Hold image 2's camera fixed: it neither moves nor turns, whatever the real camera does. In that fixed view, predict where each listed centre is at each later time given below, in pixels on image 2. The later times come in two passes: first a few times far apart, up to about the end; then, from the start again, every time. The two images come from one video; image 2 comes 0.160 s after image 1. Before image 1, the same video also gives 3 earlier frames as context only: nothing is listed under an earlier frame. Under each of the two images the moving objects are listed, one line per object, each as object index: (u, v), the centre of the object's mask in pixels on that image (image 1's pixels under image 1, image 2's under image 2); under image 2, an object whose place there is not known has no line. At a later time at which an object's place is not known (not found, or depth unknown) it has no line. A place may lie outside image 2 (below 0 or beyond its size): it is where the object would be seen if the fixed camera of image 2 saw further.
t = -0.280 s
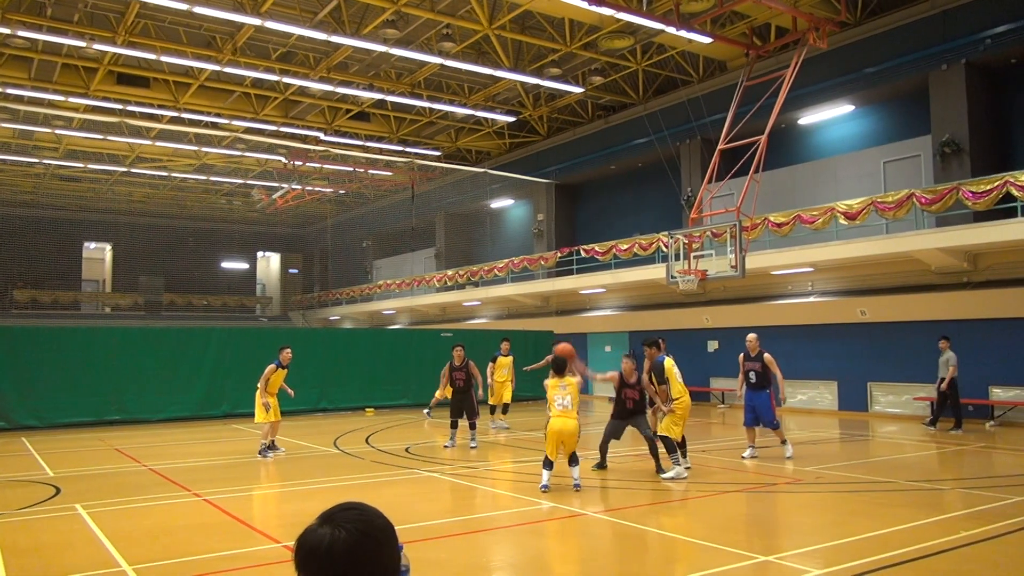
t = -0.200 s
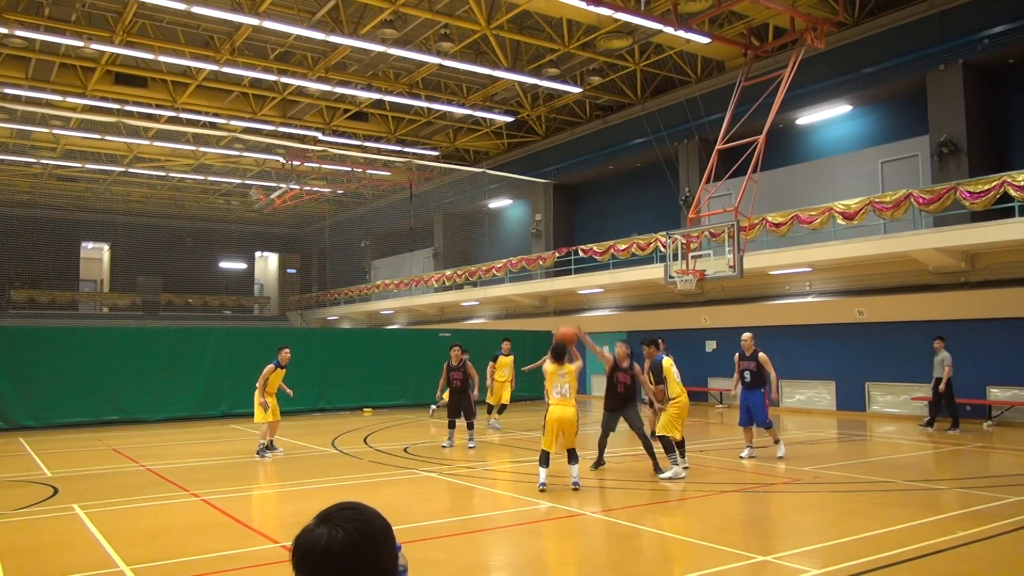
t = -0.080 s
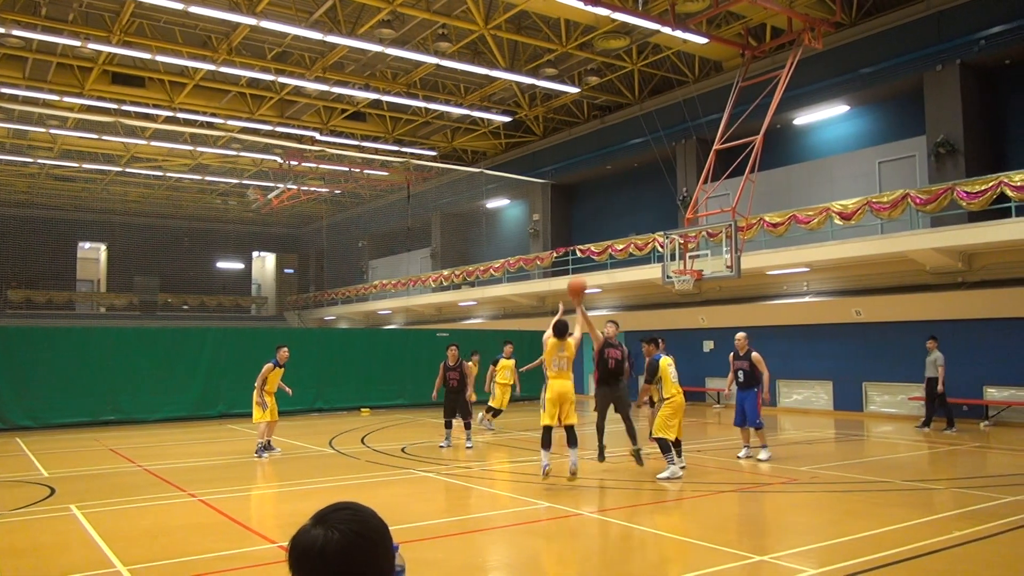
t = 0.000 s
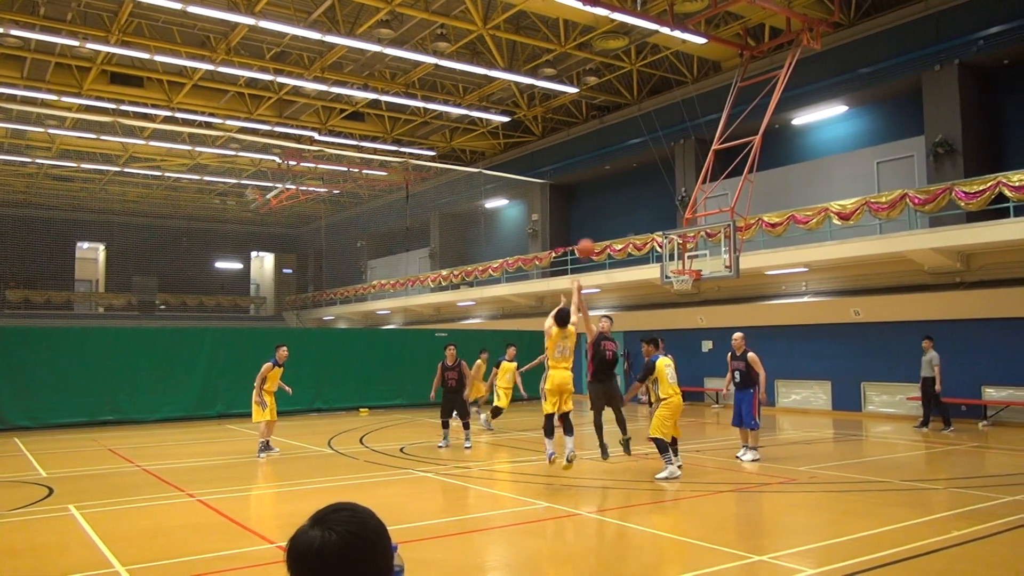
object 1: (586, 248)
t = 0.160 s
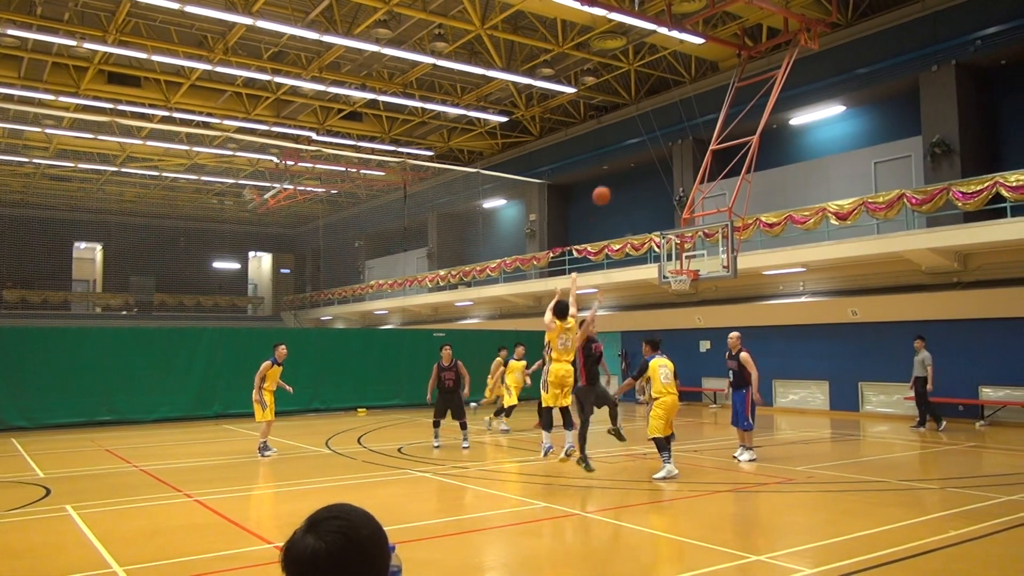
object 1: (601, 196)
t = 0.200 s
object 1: (605, 186)
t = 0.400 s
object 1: (624, 159)
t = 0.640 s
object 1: (643, 162)
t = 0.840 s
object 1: (658, 189)
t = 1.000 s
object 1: (668, 222)
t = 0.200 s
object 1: (605, 186)
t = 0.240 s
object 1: (609, 178)
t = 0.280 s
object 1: (613, 172)
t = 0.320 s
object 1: (617, 166)
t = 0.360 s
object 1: (621, 162)
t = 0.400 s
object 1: (624, 159)
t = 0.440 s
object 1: (627, 158)
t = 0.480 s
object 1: (630, 157)
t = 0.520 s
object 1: (634, 157)
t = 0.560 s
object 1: (637, 158)
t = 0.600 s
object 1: (640, 160)
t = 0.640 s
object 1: (643, 162)
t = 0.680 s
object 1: (646, 166)
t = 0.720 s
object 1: (649, 170)
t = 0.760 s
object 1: (652, 176)
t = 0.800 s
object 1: (655, 182)
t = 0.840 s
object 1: (658, 189)
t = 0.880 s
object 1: (660, 196)
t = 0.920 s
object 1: (663, 204)
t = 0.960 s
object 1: (666, 213)
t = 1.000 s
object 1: (668, 222)
